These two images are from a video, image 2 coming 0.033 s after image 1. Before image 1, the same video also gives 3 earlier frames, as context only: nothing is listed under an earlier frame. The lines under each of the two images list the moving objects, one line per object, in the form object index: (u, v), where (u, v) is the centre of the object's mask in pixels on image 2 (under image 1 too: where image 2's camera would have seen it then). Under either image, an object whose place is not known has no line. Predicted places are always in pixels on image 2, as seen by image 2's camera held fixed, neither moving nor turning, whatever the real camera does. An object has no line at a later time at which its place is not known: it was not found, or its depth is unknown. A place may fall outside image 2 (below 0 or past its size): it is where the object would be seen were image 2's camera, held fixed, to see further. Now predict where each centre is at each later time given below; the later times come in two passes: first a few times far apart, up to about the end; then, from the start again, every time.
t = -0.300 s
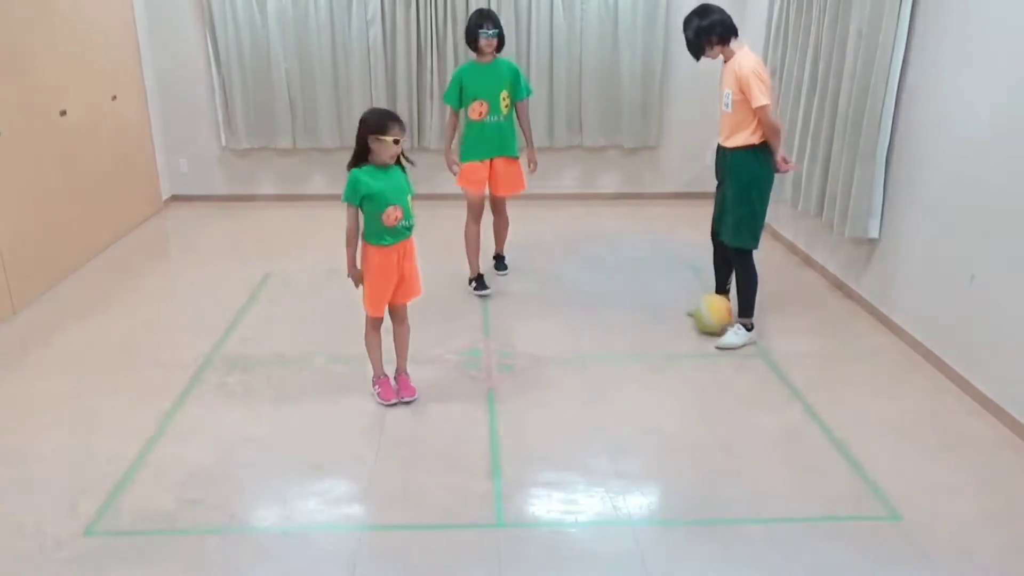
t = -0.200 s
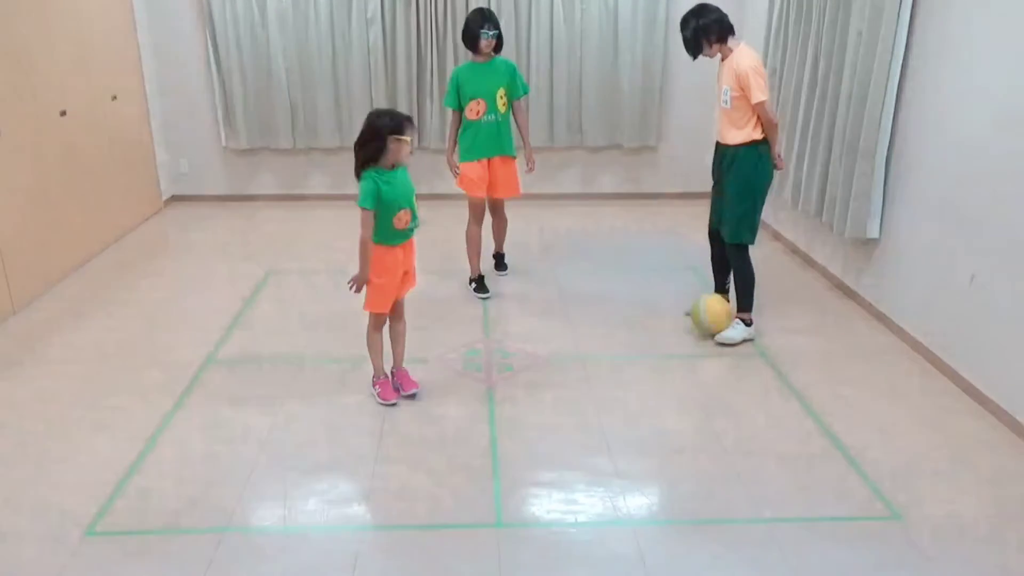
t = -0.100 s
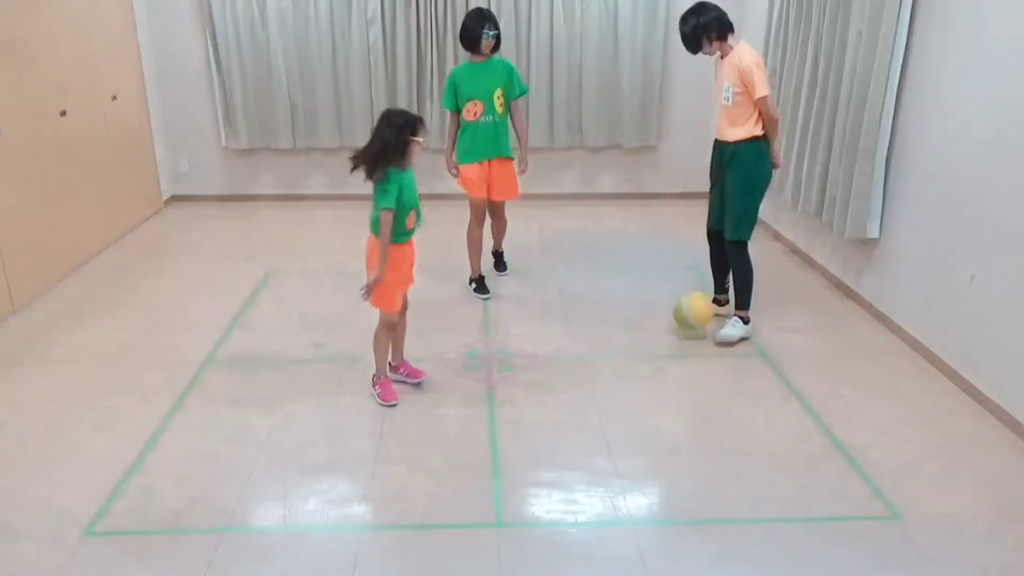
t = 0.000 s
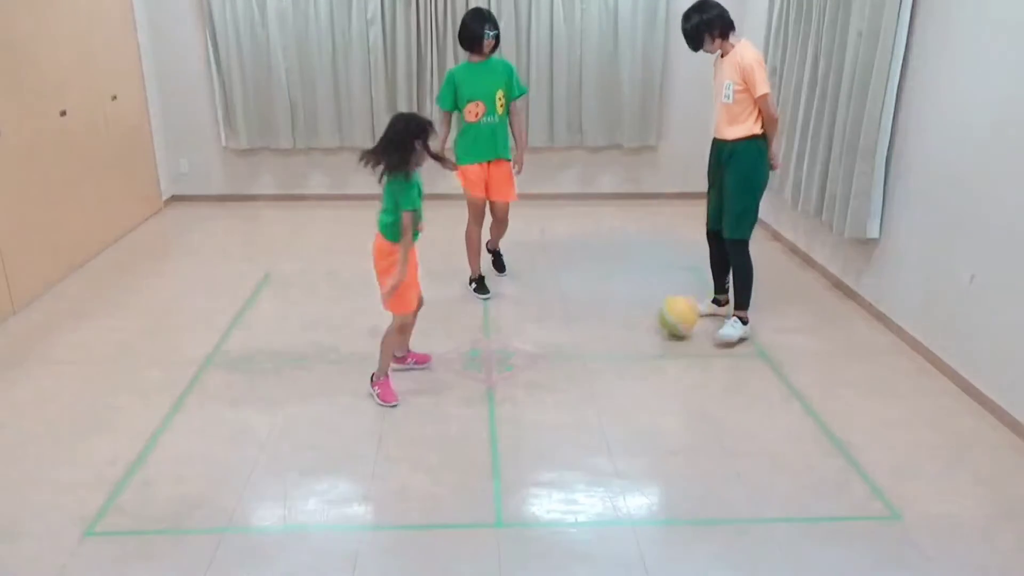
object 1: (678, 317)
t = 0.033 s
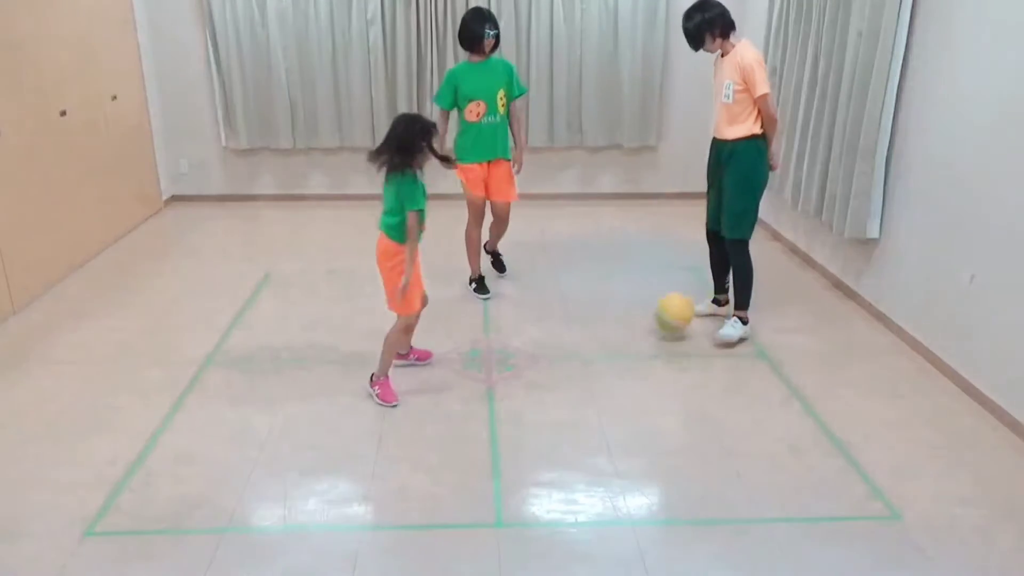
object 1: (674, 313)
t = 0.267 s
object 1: (645, 316)
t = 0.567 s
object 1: (610, 325)
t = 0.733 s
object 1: (590, 327)
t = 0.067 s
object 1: (670, 312)
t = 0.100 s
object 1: (666, 313)
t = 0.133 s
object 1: (662, 319)
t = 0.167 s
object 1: (658, 322)
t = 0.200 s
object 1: (654, 320)
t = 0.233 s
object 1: (650, 317)
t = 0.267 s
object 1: (645, 316)
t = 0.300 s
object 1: (641, 318)
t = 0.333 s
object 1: (637, 323)
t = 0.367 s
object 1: (633, 325)
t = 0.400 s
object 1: (630, 321)
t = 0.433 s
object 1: (626, 320)
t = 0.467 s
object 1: (622, 321)
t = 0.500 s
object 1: (618, 324)
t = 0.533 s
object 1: (614, 326)
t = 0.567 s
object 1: (610, 325)
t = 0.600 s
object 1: (606, 324)
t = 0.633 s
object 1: (603, 325)
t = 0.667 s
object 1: (598, 328)
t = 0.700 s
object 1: (594, 329)
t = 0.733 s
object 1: (590, 327)
